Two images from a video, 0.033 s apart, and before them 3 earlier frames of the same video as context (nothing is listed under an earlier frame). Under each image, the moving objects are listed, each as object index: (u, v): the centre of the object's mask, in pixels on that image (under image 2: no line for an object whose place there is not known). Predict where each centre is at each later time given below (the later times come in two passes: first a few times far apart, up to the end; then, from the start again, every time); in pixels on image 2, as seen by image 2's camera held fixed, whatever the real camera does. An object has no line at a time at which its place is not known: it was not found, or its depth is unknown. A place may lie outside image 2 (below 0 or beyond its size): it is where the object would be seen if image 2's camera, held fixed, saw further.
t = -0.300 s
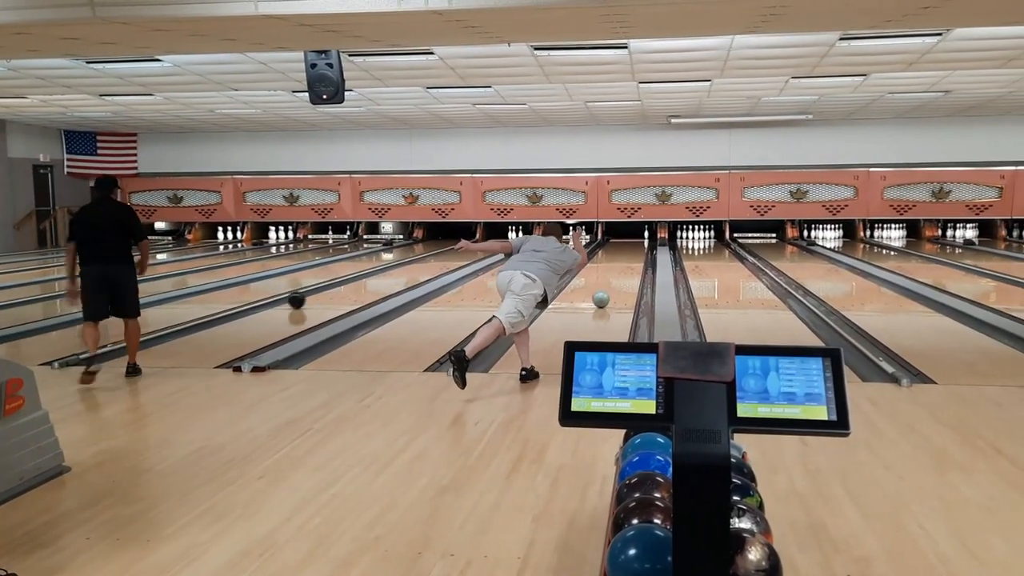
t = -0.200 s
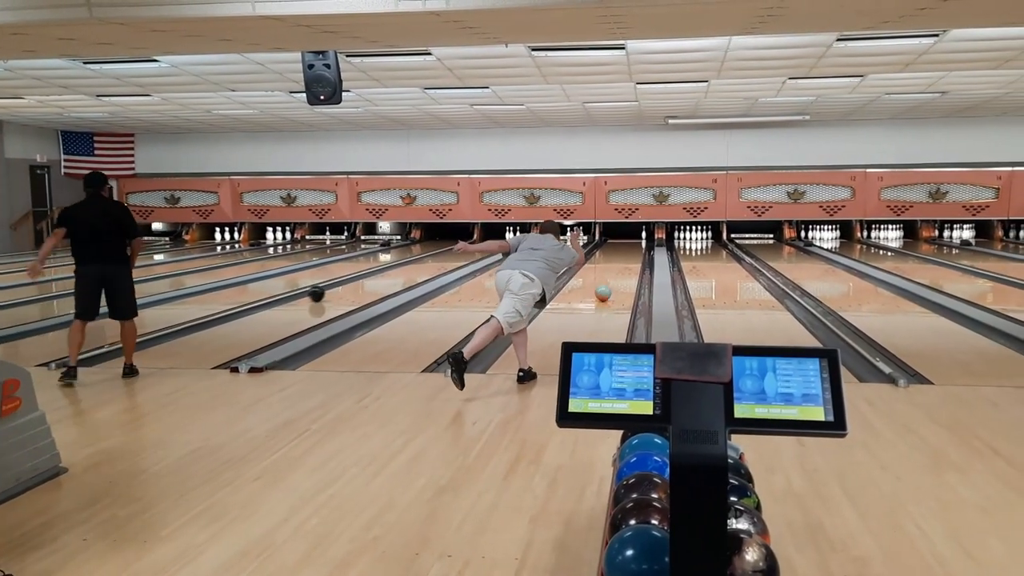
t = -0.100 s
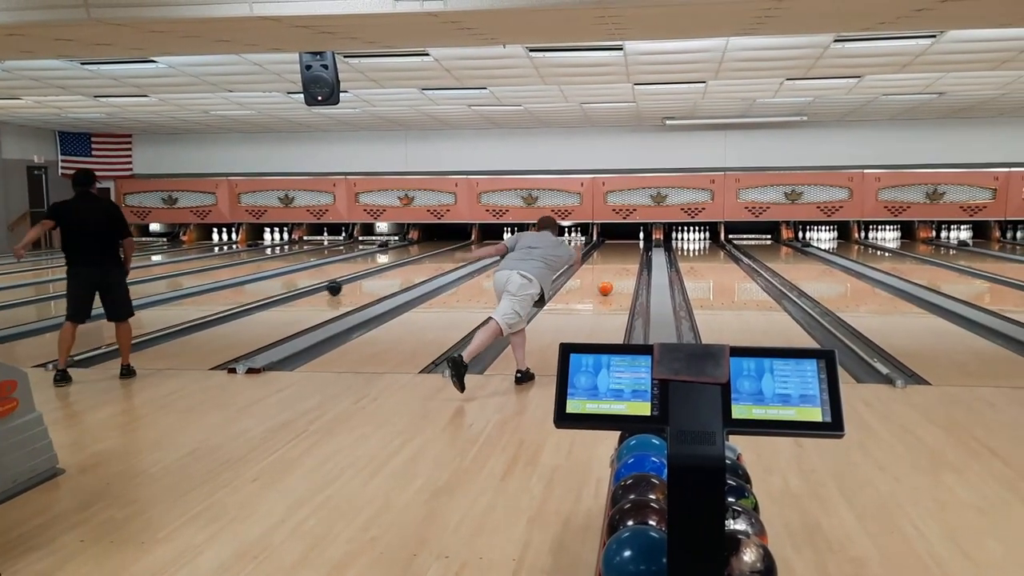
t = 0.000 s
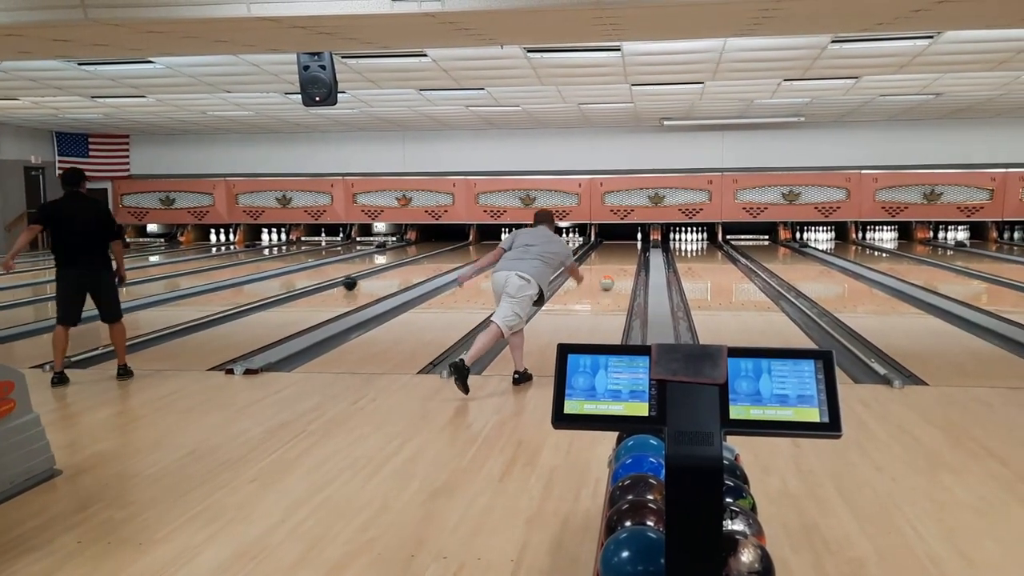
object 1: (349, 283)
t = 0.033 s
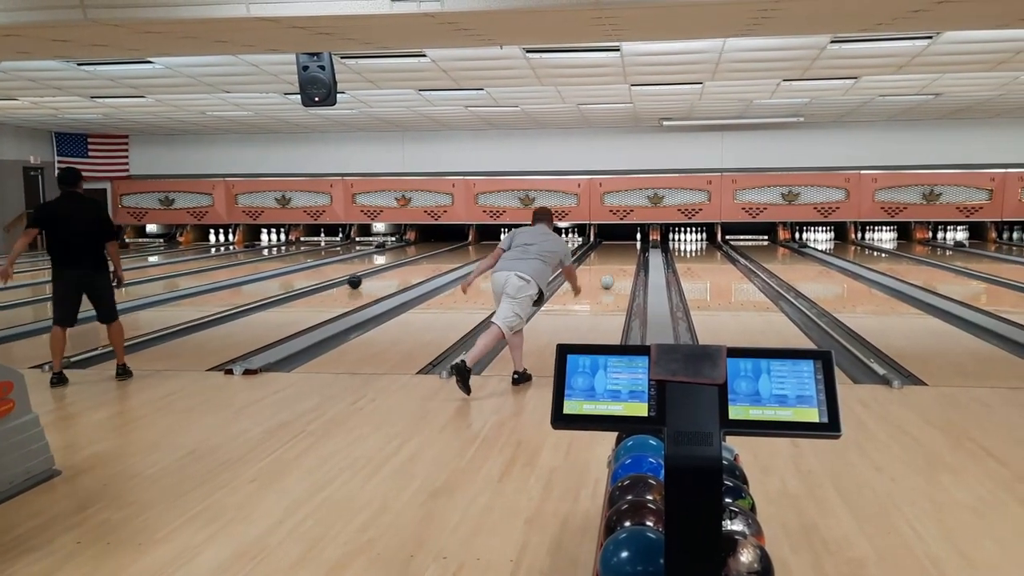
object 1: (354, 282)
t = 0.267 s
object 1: (388, 271)
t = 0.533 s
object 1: (418, 262)
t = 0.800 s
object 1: (442, 255)
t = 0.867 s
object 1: (447, 253)
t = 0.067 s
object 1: (360, 280)
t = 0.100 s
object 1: (364, 278)
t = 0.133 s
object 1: (370, 277)
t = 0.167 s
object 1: (375, 275)
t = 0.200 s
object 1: (379, 274)
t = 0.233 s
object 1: (384, 272)
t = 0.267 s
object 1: (388, 271)
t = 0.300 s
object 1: (392, 270)
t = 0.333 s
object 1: (396, 268)
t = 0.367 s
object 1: (400, 267)
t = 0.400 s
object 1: (404, 267)
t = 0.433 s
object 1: (408, 265)
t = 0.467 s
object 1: (411, 264)
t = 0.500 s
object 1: (414, 263)
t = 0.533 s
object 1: (418, 262)
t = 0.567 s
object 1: (421, 261)
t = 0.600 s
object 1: (425, 260)
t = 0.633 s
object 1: (427, 259)
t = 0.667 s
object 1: (431, 258)
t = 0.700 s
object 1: (433, 257)
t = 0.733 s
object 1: (436, 256)
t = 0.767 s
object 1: (439, 256)
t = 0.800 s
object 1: (442, 255)
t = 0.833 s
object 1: (445, 254)
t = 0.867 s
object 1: (447, 253)
